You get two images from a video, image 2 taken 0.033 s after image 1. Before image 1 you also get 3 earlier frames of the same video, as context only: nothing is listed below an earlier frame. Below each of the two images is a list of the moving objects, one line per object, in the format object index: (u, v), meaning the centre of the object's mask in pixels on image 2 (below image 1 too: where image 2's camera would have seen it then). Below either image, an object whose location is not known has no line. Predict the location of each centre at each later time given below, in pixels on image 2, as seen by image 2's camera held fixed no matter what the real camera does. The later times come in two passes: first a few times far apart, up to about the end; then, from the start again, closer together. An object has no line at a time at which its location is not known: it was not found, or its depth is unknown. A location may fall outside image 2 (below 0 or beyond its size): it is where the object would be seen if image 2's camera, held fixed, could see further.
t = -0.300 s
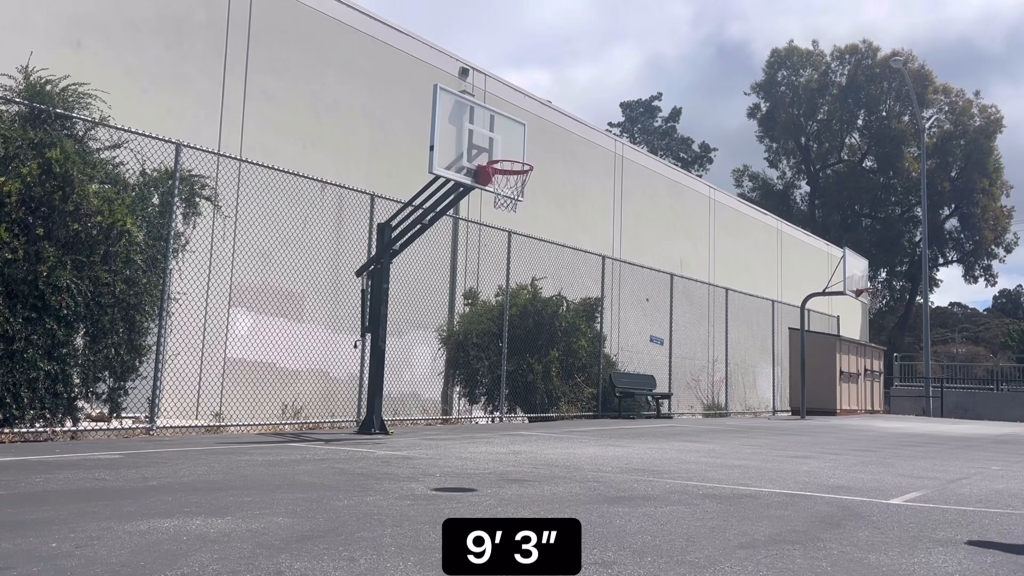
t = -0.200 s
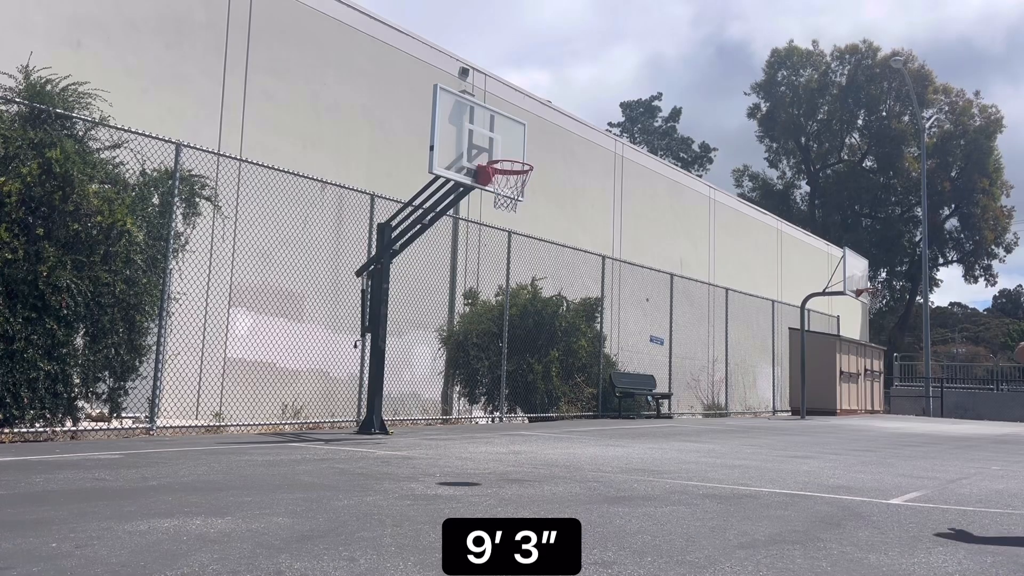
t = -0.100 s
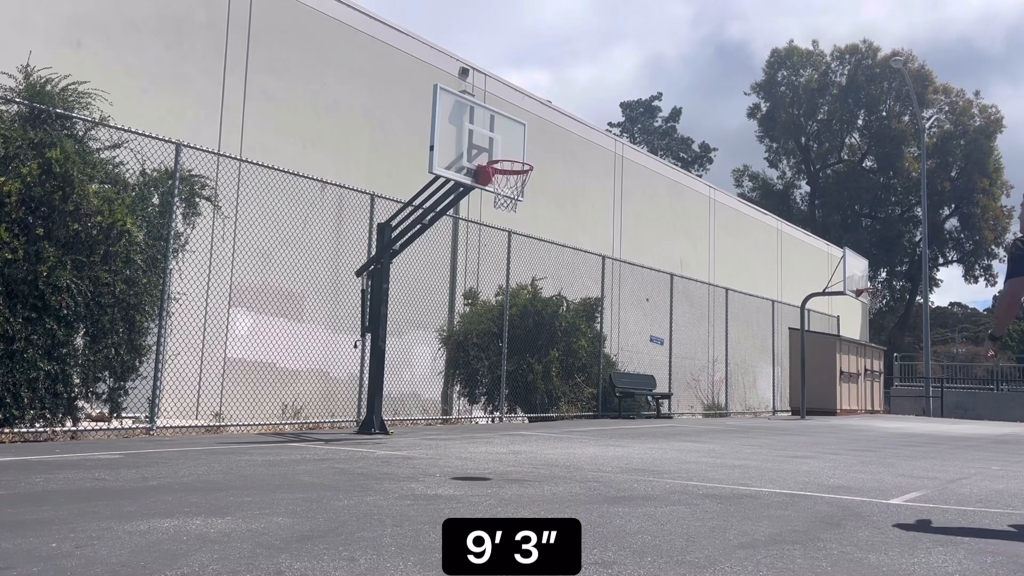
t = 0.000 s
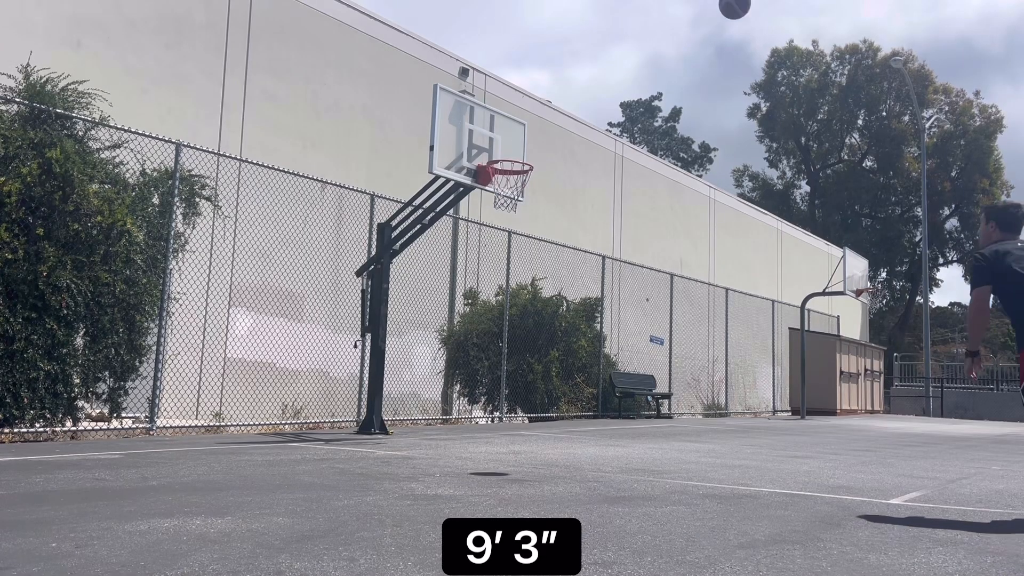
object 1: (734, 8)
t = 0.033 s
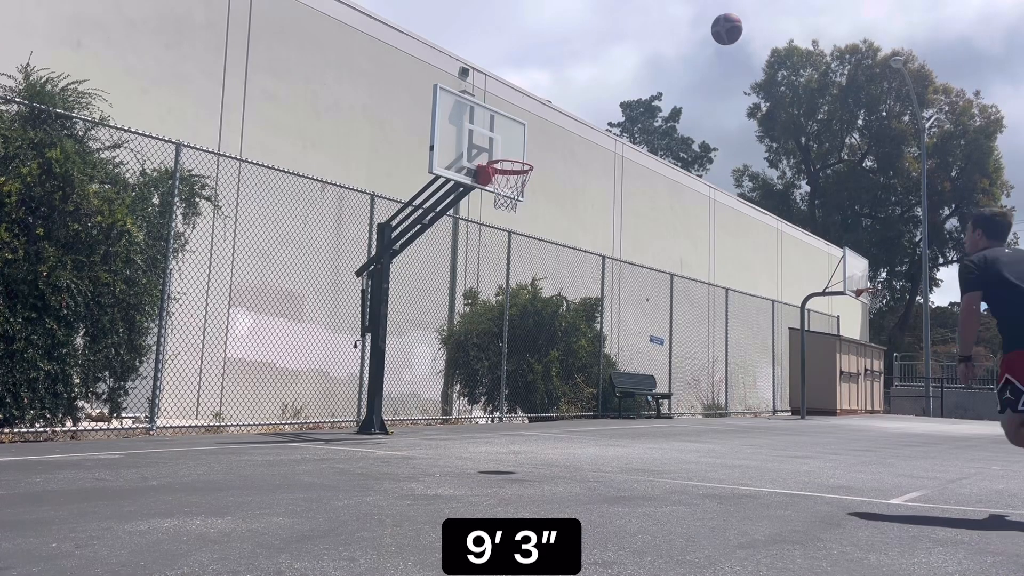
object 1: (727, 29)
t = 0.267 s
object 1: (673, 233)
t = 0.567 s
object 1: (624, 368)
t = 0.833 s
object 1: (610, 194)
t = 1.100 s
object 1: (595, 105)
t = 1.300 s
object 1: (583, 87)
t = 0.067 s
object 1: (719, 56)
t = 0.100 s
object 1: (711, 84)
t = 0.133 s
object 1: (703, 112)
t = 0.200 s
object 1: (688, 171)
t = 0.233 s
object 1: (680, 202)
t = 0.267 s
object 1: (673, 233)
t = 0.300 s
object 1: (666, 265)
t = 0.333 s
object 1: (659, 298)
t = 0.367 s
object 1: (652, 332)
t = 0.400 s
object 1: (645, 365)
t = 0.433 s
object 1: (638, 401)
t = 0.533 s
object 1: (626, 397)
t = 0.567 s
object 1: (624, 368)
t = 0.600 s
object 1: (622, 341)
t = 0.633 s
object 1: (621, 316)
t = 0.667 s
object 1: (619, 292)
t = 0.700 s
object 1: (618, 270)
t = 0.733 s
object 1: (615, 248)
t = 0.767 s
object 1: (614, 229)
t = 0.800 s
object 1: (612, 211)
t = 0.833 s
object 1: (610, 194)
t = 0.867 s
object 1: (609, 179)
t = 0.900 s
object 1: (607, 164)
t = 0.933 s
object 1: (605, 152)
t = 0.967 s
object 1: (603, 140)
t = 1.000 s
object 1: (601, 129)
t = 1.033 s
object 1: (599, 120)
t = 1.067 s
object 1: (597, 112)
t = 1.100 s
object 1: (595, 105)
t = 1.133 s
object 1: (593, 99)
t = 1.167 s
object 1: (591, 95)
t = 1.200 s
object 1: (589, 91)
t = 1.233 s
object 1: (587, 89)
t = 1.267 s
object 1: (585, 87)
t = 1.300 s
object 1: (583, 87)
